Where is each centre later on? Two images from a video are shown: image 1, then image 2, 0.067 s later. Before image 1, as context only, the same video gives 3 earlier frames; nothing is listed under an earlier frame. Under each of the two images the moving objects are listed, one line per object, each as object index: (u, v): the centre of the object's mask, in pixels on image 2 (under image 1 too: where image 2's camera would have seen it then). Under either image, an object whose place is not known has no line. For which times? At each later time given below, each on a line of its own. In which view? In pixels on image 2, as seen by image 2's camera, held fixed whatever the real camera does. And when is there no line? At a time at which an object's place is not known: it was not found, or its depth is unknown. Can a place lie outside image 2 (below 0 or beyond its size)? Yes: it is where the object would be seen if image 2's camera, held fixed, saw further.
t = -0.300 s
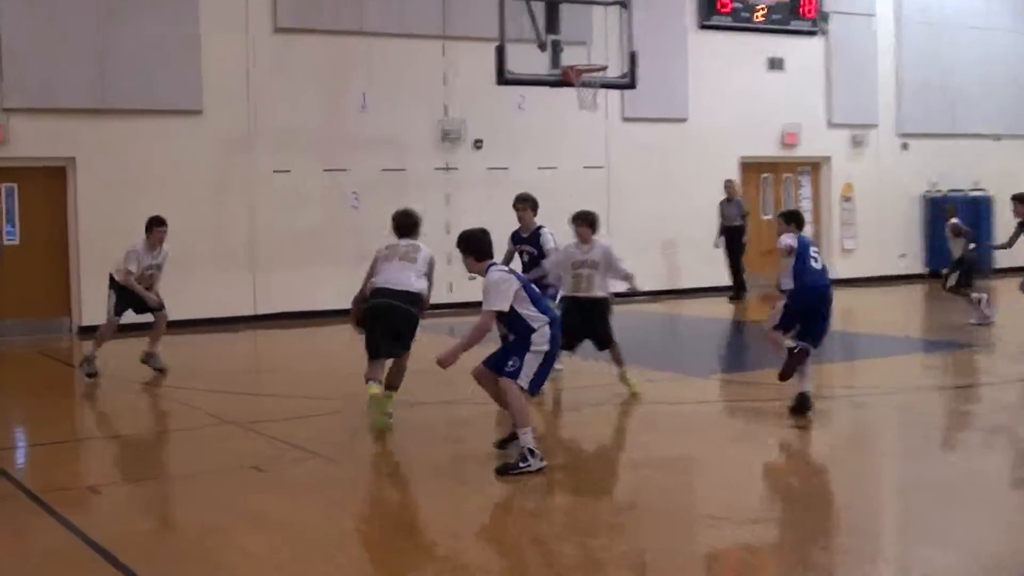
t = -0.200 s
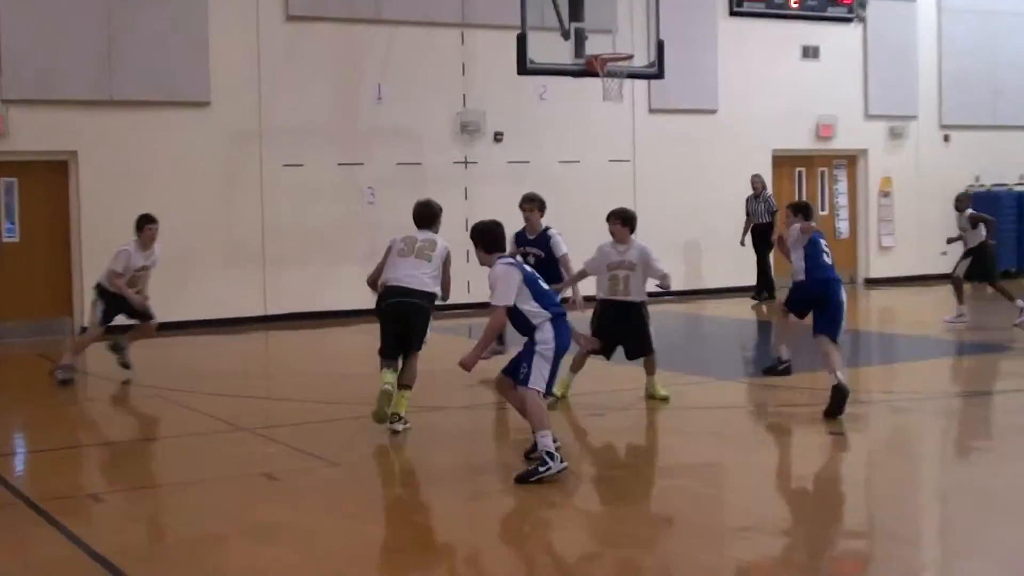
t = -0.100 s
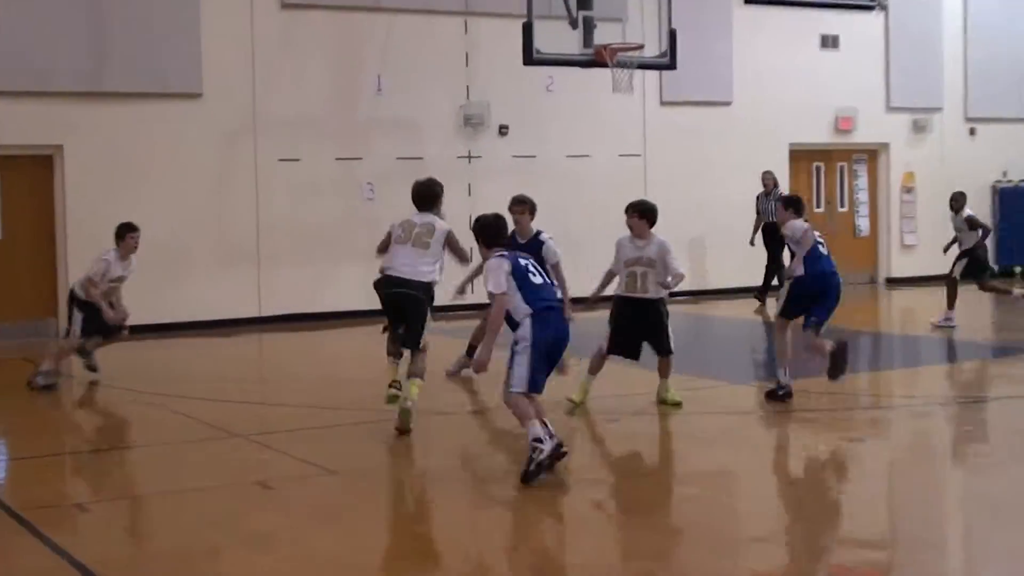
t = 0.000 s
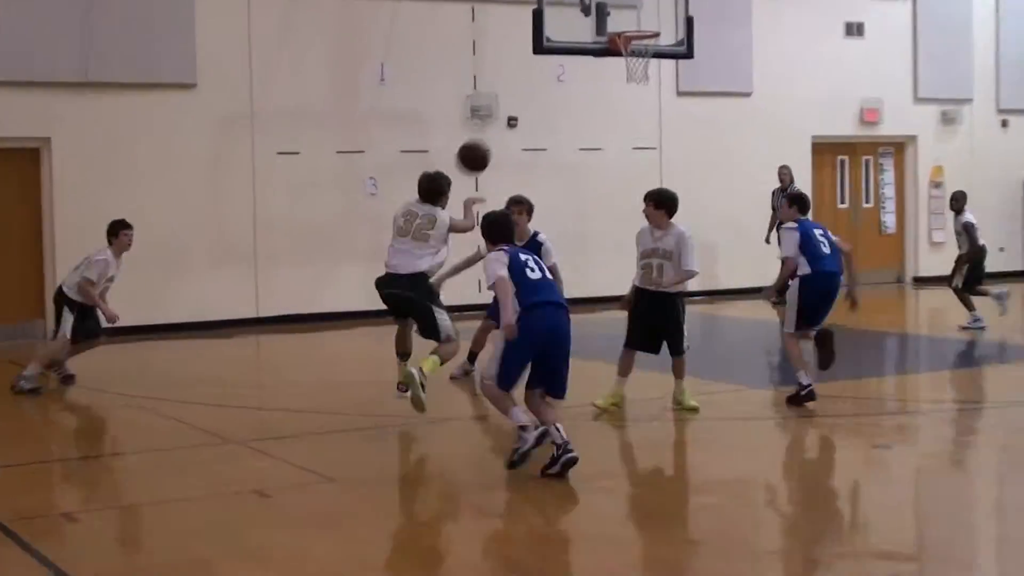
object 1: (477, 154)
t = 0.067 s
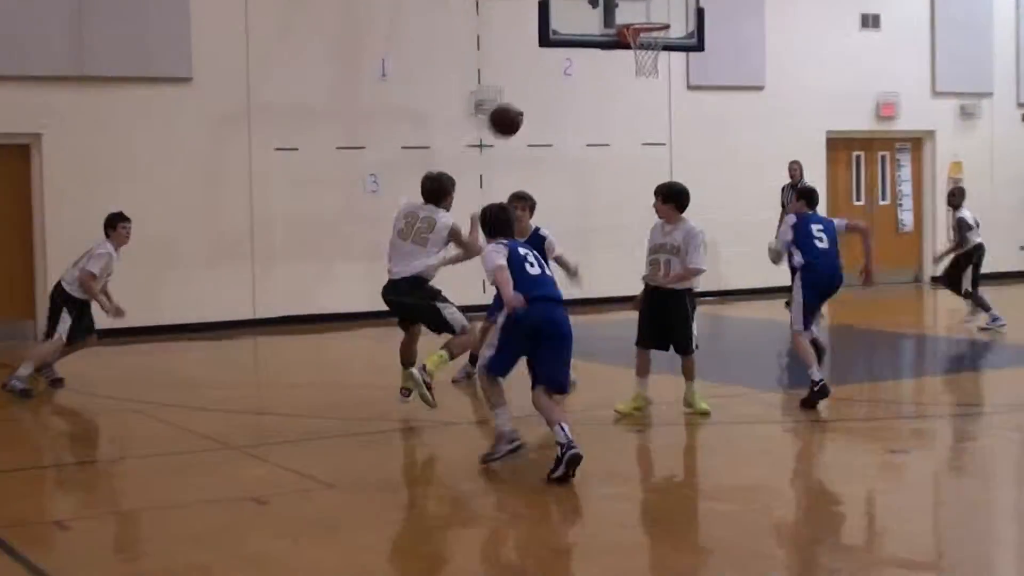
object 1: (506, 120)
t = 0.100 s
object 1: (518, 107)
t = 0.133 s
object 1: (531, 96)
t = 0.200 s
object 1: (554, 79)
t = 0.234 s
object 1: (566, 75)
